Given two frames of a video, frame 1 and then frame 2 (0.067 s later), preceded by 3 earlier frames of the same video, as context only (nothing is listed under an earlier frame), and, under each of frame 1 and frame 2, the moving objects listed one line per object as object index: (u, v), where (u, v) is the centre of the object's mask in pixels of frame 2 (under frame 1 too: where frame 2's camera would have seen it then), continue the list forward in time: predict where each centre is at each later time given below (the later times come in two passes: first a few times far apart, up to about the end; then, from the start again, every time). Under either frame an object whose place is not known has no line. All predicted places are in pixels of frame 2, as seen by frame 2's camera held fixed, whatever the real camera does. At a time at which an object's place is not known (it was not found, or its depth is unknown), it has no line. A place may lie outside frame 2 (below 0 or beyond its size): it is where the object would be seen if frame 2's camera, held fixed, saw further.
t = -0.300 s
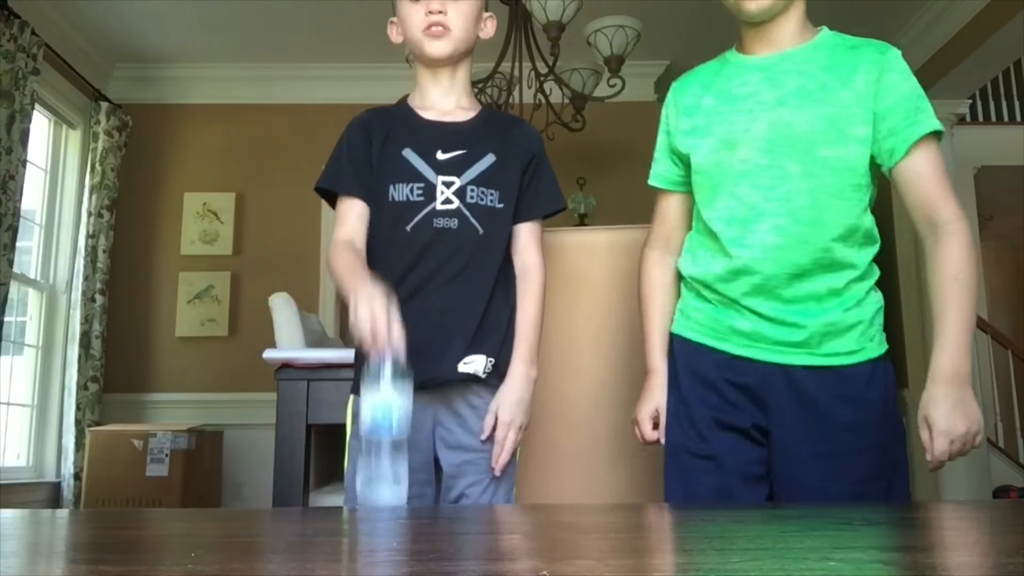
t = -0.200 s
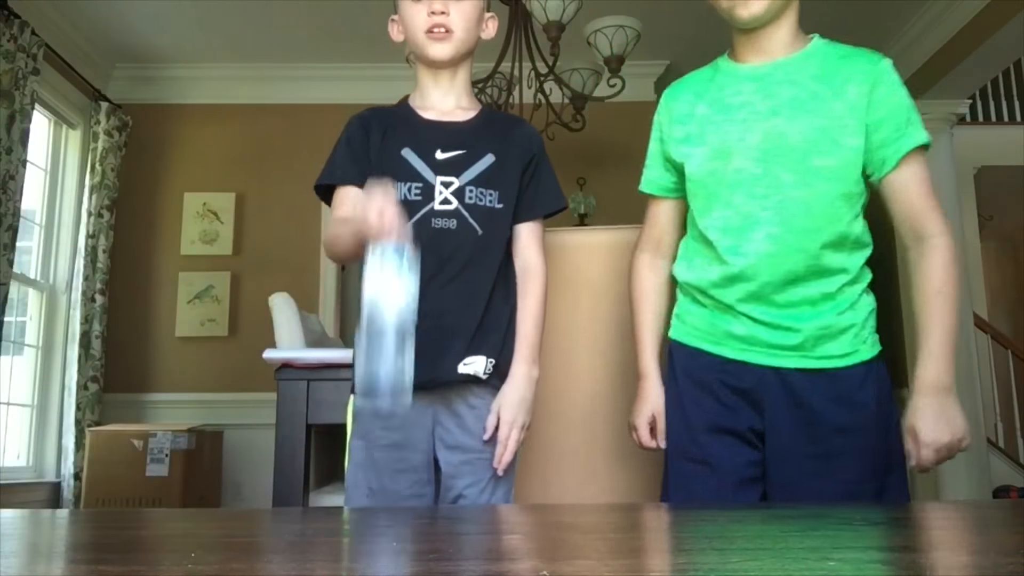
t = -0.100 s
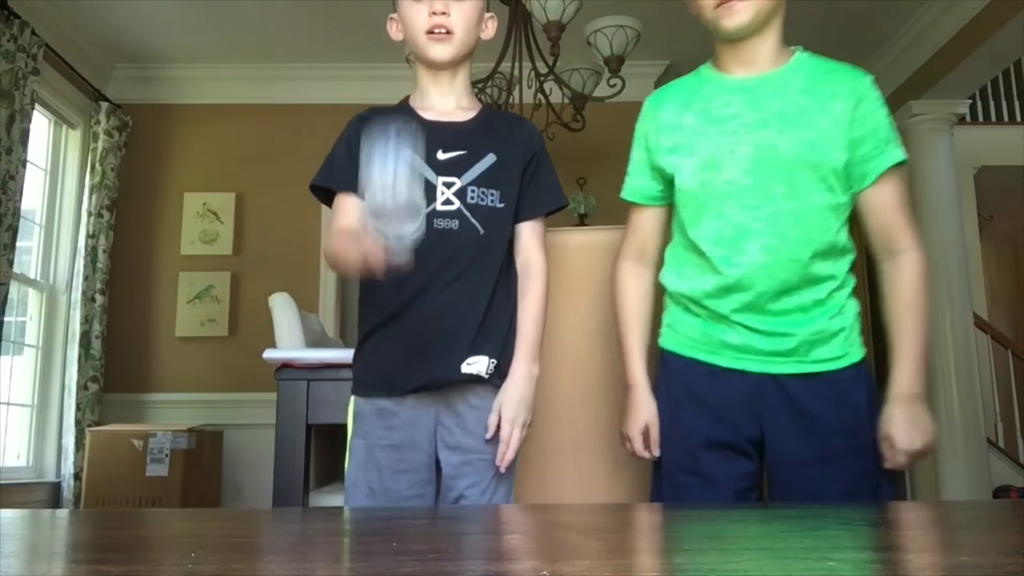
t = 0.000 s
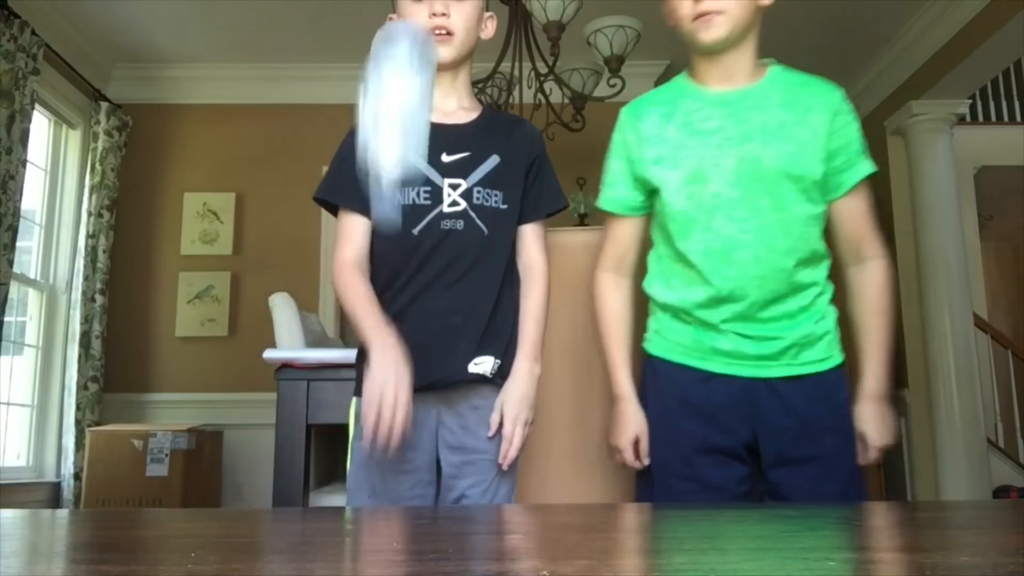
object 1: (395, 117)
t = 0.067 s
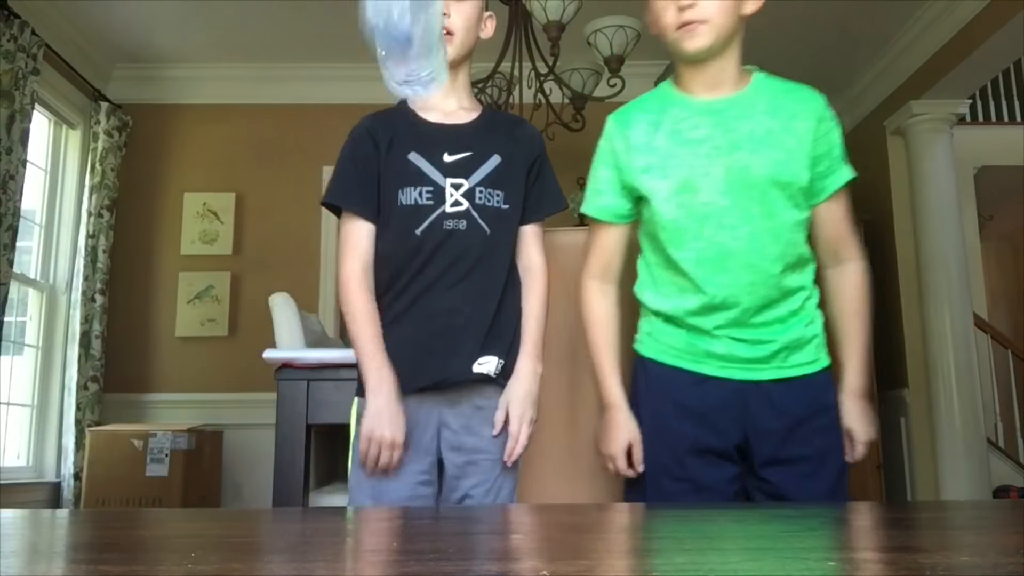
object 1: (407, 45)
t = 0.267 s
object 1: (425, 239)
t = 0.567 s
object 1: (456, 365)
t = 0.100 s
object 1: (412, 53)
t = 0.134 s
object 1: (414, 69)
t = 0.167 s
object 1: (416, 88)
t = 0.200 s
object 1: (418, 117)
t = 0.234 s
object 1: (421, 164)
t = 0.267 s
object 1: (425, 239)
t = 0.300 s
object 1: (430, 340)
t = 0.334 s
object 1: (430, 367)
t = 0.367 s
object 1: (434, 365)
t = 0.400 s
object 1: (439, 364)
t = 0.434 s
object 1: (445, 365)
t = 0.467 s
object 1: (449, 366)
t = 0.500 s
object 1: (452, 365)
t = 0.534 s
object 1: (454, 365)
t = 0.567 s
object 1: (456, 365)
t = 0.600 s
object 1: (457, 364)
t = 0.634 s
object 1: (459, 364)
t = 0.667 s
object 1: (459, 364)
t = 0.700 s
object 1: (459, 364)
